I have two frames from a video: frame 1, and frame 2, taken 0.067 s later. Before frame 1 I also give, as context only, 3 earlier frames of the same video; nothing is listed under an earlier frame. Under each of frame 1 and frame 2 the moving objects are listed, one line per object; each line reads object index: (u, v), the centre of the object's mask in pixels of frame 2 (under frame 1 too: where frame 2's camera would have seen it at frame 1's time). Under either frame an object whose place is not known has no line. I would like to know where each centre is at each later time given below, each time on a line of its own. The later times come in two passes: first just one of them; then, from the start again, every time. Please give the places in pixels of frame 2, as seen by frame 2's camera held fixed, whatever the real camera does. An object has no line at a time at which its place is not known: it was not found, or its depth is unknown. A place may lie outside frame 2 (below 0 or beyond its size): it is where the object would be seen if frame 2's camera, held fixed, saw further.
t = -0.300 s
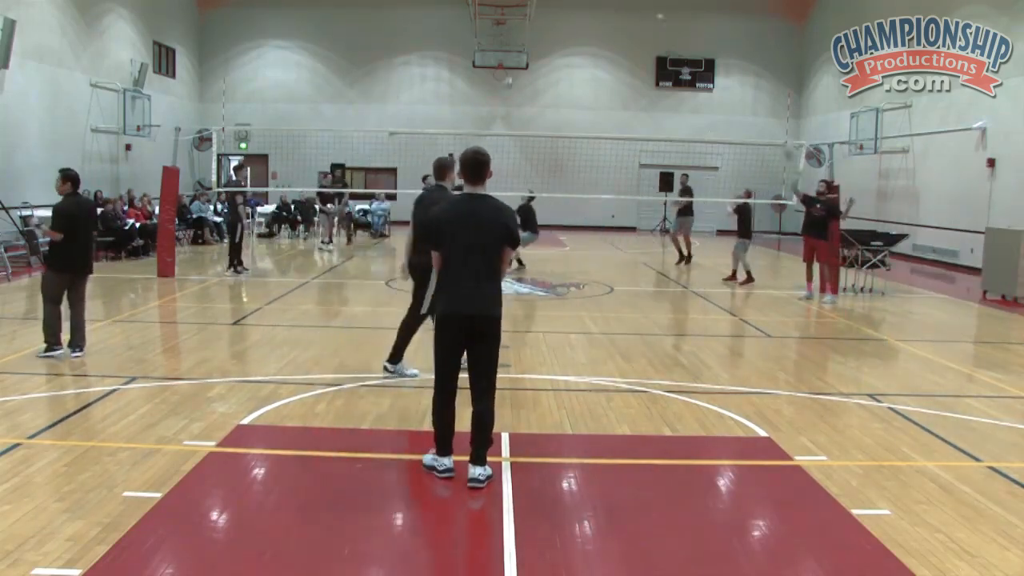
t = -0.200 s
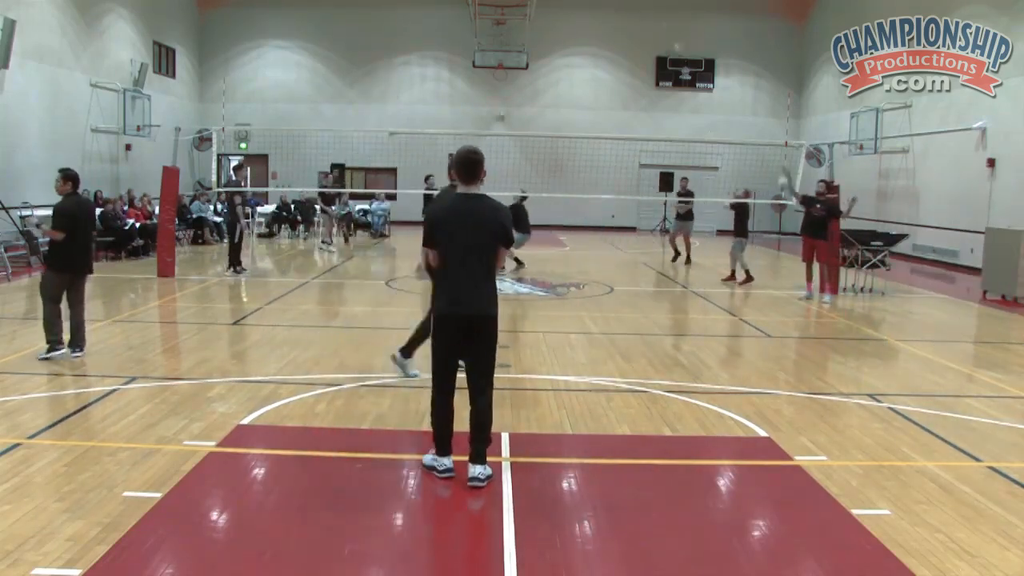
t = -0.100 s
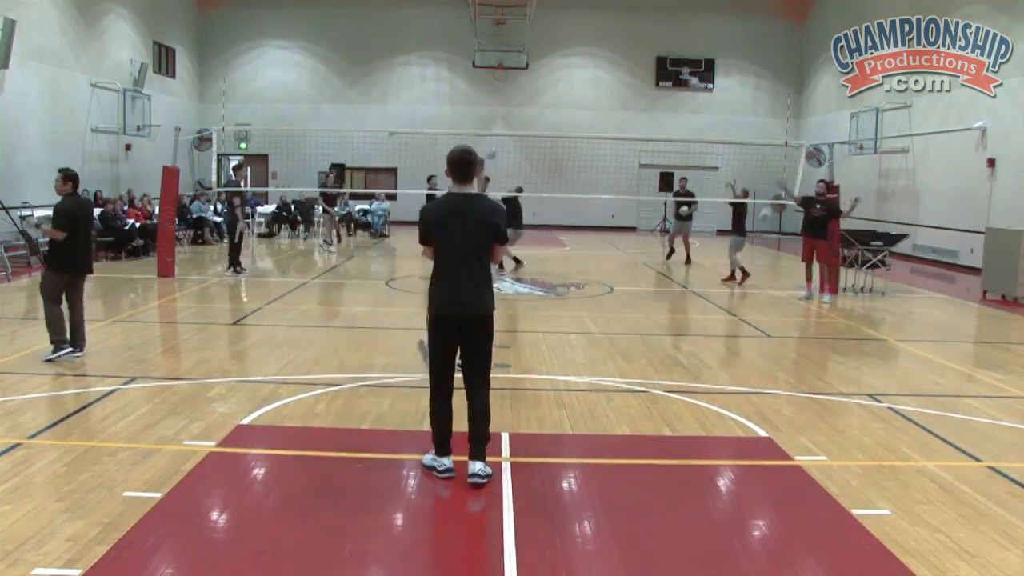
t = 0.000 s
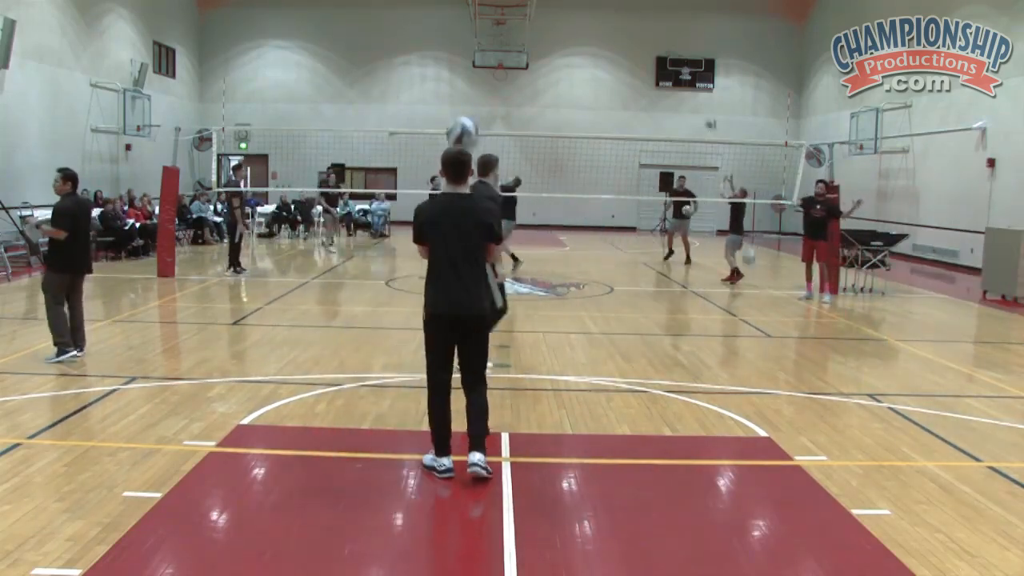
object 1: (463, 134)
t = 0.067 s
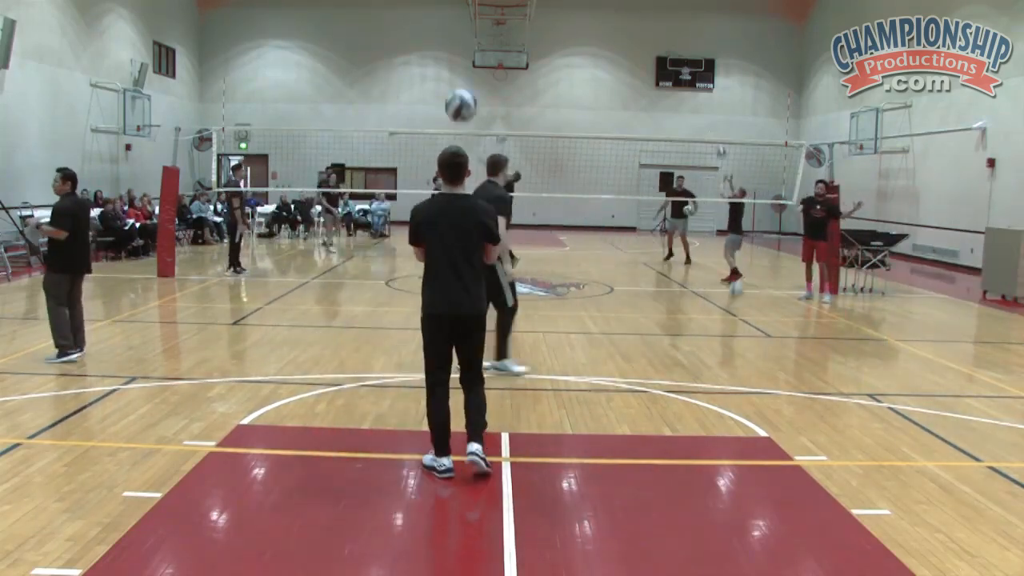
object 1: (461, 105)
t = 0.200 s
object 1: (457, 71)
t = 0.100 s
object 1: (460, 94)
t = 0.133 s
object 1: (459, 85)
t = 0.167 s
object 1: (458, 77)
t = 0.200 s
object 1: (457, 71)
